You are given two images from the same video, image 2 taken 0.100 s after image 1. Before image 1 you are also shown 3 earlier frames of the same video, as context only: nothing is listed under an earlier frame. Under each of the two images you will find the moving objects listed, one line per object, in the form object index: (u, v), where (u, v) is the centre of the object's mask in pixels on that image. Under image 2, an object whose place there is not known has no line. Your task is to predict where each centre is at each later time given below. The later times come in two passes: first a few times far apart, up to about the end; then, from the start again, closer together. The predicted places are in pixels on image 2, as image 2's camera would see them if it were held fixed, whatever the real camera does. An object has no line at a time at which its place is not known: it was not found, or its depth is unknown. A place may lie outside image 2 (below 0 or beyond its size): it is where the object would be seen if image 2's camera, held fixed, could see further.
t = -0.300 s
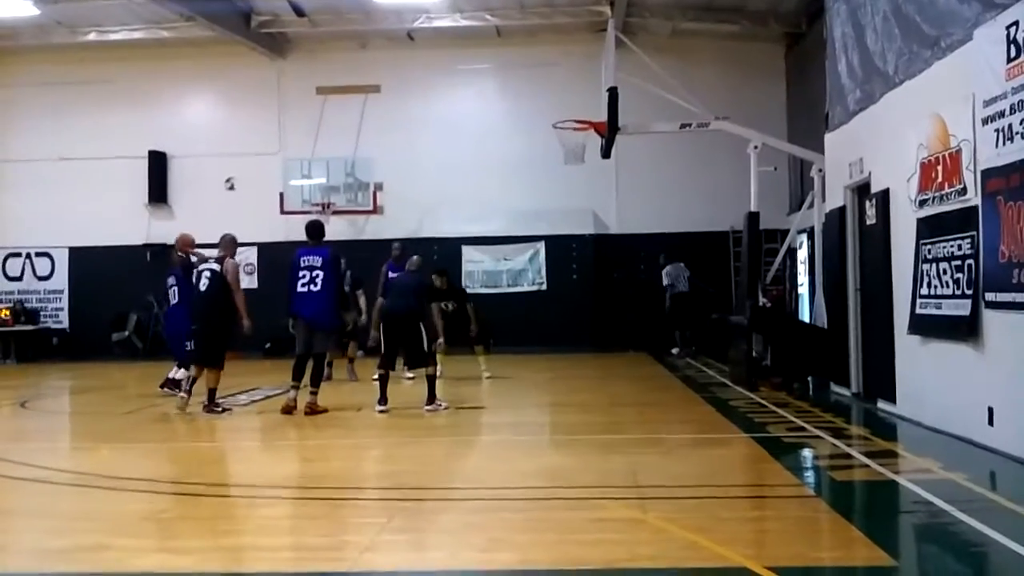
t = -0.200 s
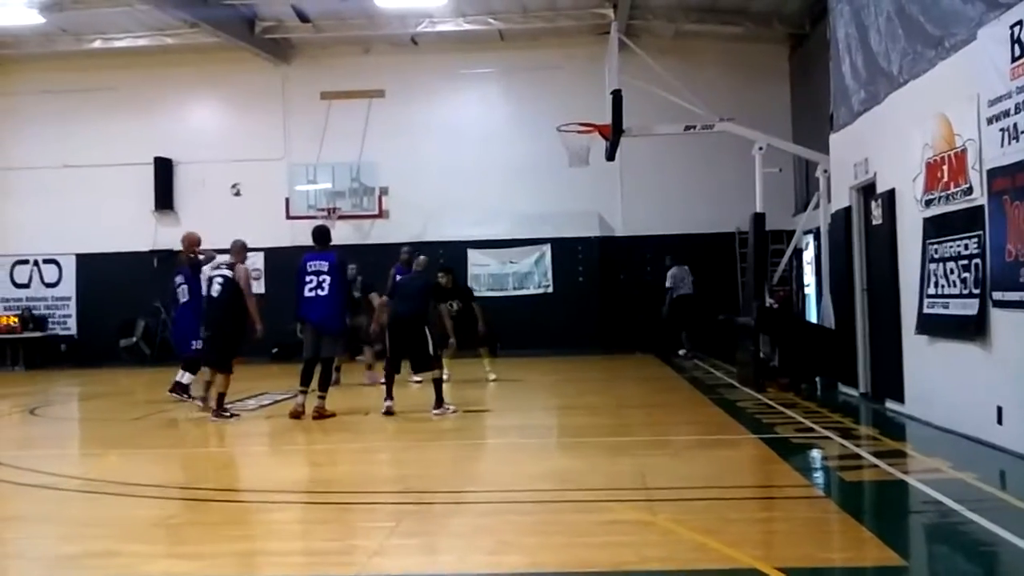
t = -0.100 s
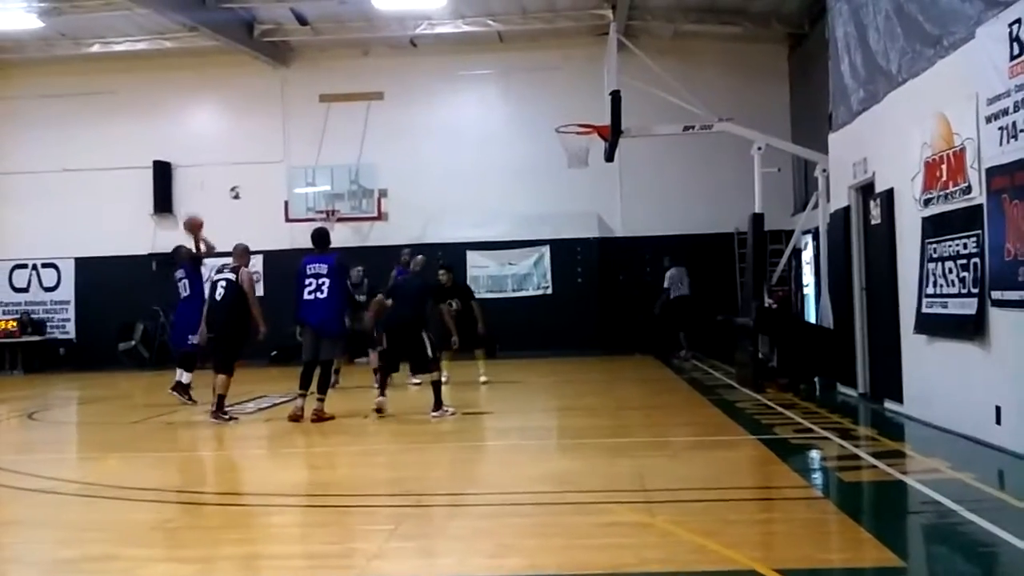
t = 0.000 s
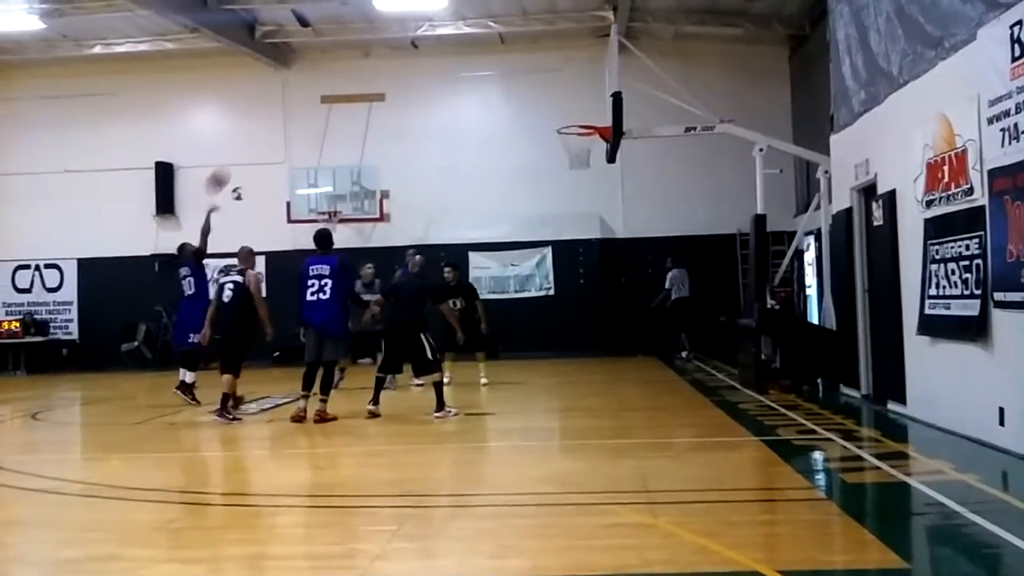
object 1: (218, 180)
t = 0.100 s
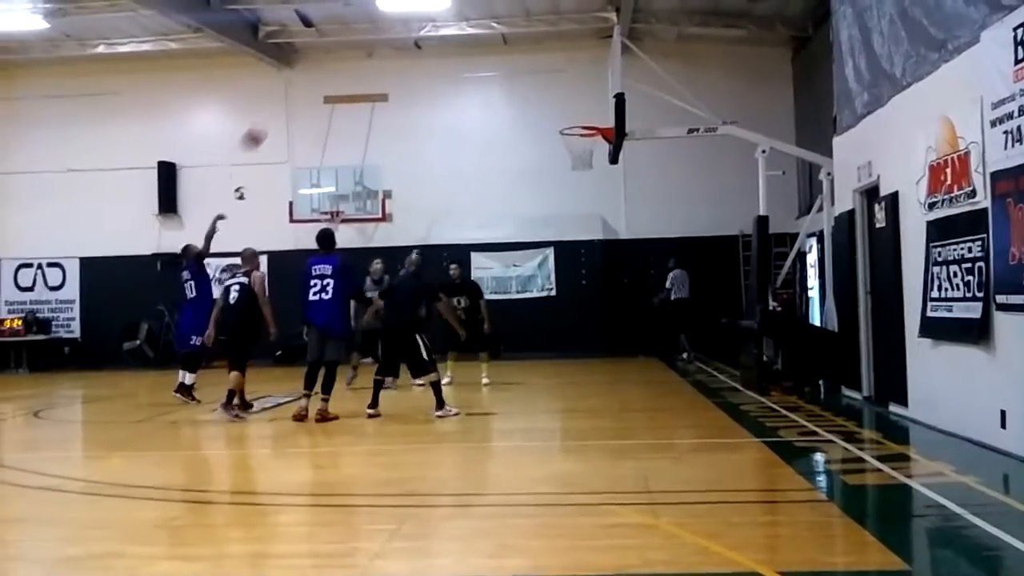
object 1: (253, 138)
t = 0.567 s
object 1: (414, 42)
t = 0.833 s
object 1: (509, 68)
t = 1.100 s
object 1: (593, 150)
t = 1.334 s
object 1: (585, 213)
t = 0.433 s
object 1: (366, 52)
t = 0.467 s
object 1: (377, 48)
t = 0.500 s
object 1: (391, 45)
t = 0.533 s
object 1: (402, 43)
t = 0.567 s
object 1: (414, 42)
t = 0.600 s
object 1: (426, 42)
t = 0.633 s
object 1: (437, 43)
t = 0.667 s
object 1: (449, 46)
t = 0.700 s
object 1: (460, 48)
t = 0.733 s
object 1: (471, 50)
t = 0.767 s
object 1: (484, 56)
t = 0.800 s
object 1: (497, 62)
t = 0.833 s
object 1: (509, 68)
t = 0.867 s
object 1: (520, 75)
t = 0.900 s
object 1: (532, 84)
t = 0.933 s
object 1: (544, 93)
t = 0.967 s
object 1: (556, 103)
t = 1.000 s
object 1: (568, 114)
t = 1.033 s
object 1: (579, 123)
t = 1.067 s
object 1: (592, 141)
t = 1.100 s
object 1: (593, 150)
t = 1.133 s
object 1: (593, 155)
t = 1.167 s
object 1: (592, 162)
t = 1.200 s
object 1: (590, 171)
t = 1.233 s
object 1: (589, 180)
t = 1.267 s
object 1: (588, 190)
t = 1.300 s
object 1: (586, 201)
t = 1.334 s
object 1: (585, 213)
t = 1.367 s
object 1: (584, 225)
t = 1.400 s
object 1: (583, 239)
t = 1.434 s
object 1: (578, 252)
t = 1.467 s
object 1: (578, 270)
